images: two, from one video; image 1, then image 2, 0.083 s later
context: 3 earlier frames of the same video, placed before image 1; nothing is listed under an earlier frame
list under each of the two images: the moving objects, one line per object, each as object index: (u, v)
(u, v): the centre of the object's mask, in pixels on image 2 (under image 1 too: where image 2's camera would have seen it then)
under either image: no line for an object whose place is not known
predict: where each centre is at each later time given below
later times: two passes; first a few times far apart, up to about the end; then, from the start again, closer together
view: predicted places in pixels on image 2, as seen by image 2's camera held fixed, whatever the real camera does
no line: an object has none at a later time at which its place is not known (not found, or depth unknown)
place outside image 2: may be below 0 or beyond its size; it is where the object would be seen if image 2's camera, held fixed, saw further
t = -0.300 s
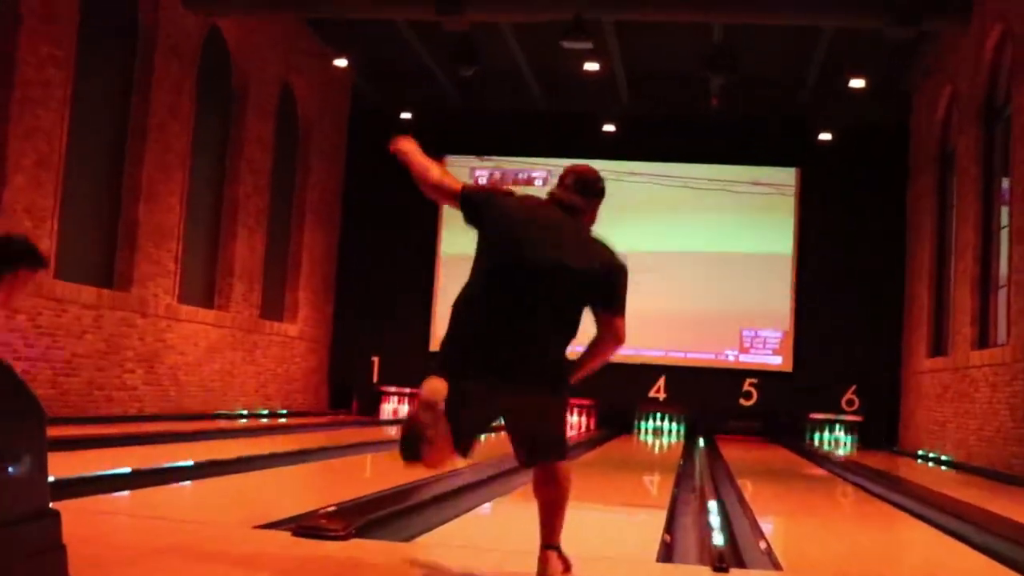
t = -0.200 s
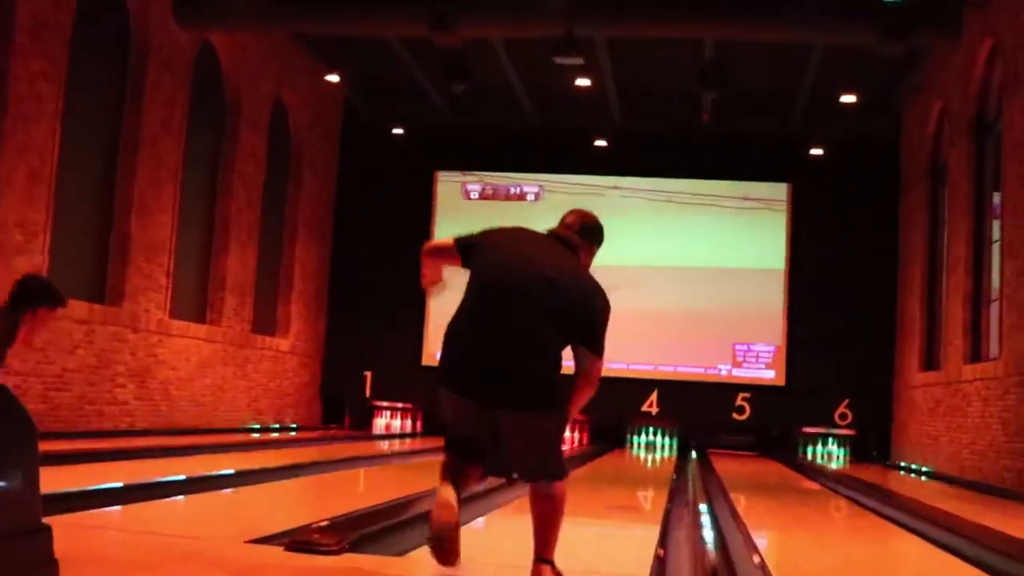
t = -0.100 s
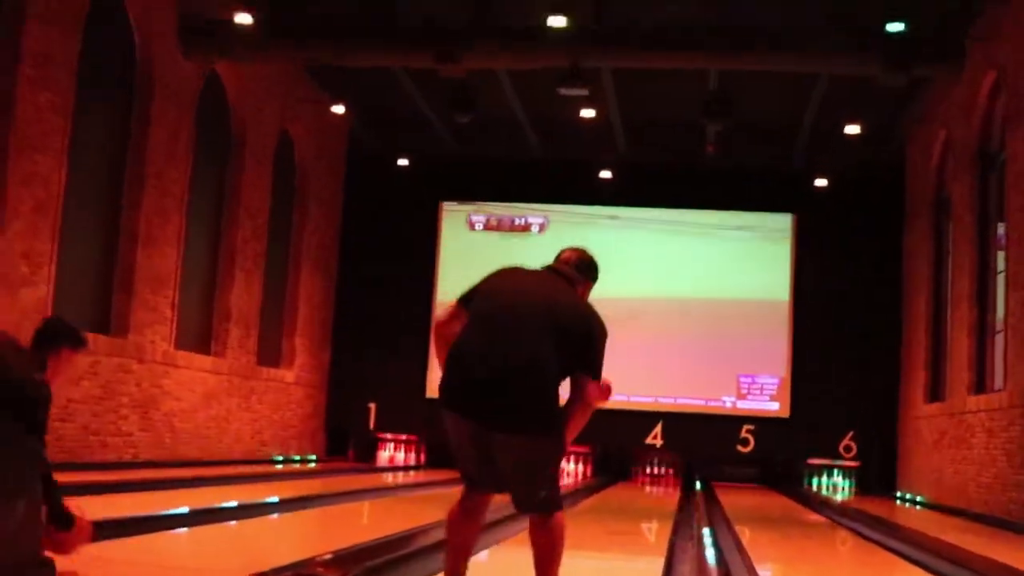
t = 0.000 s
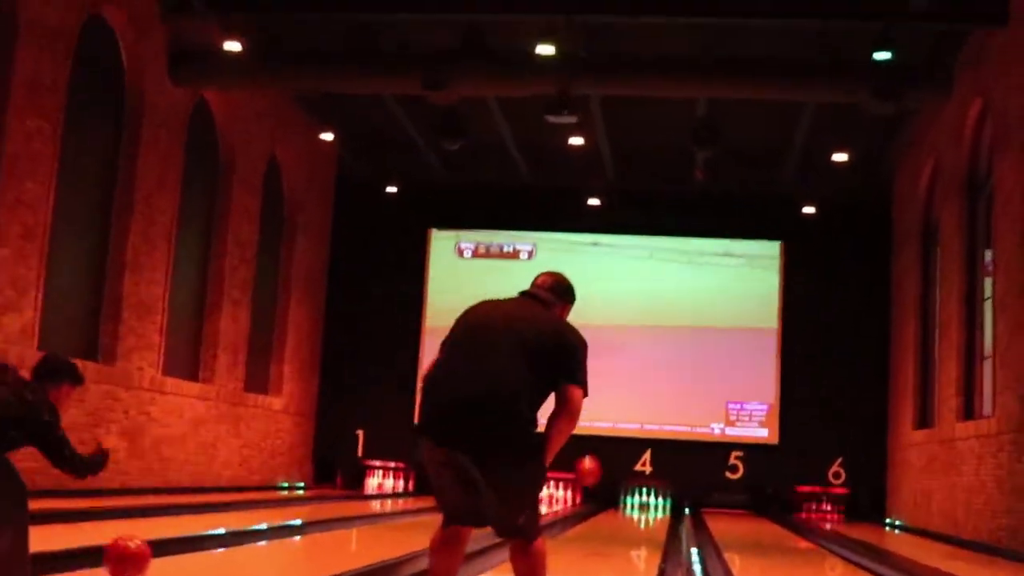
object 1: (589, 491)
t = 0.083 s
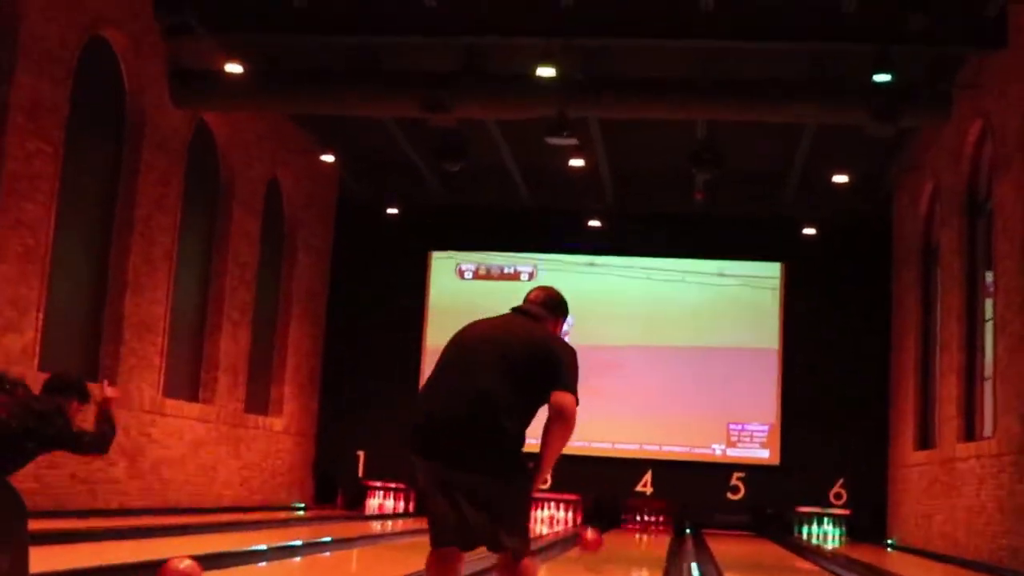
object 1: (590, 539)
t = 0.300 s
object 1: (598, 542)
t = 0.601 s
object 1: (606, 543)
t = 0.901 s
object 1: (614, 533)
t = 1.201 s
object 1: (618, 532)
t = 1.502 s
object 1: (623, 528)
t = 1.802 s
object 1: (629, 523)
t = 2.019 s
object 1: (629, 522)
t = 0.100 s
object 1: (590, 553)
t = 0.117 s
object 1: (590, 555)
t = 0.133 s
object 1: (591, 551)
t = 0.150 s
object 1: (592, 550)
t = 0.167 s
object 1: (593, 547)
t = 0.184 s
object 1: (593, 546)
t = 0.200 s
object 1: (593, 544)
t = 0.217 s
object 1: (594, 543)
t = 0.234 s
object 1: (595, 542)
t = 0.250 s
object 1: (595, 542)
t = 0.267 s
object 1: (596, 542)
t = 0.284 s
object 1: (597, 542)
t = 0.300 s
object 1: (598, 542)
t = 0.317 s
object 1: (598, 542)
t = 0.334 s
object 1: (598, 542)
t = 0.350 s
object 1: (599, 543)
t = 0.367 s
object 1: (599, 545)
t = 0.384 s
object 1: (600, 546)
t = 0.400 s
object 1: (600, 547)
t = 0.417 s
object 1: (600, 547)
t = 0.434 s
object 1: (601, 546)
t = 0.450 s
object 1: (601, 546)
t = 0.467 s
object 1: (602, 546)
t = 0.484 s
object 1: (603, 546)
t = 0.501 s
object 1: (604, 545)
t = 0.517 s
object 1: (604, 545)
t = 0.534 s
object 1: (604, 545)
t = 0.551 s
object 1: (604, 544)
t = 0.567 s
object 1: (606, 544)
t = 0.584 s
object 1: (606, 544)
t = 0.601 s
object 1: (606, 543)
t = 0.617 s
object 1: (607, 543)
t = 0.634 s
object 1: (607, 543)
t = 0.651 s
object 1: (608, 542)
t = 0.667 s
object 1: (609, 541)
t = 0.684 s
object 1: (610, 540)
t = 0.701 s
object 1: (610, 540)
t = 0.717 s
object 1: (610, 540)
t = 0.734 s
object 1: (610, 540)
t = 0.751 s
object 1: (611, 539)
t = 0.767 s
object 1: (612, 539)
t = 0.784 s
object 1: (612, 539)
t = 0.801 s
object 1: (612, 539)
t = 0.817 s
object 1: (612, 538)
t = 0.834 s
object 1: (613, 538)
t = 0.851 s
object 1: (613, 537)
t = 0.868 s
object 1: (613, 536)
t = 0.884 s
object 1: (613, 535)
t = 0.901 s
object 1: (614, 533)
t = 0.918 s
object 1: (613, 533)
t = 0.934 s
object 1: (612, 532)
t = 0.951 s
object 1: (614, 532)
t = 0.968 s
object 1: (615, 533)
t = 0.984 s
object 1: (615, 534)
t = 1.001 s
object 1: (616, 533)
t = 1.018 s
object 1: (616, 533)
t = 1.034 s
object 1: (617, 533)
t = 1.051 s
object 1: (617, 533)
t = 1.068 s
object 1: (618, 533)
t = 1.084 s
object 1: (617, 533)
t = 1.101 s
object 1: (618, 532)
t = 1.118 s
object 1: (618, 532)
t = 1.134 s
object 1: (618, 533)
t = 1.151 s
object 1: (617, 532)
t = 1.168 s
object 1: (618, 532)
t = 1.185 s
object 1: (618, 532)
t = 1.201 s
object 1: (618, 532)
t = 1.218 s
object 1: (619, 531)
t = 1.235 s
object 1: (619, 531)
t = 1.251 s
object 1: (620, 531)
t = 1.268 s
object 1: (620, 531)
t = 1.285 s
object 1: (620, 531)
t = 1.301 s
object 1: (620, 530)
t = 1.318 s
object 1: (621, 530)
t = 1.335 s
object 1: (621, 530)
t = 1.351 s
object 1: (622, 529)
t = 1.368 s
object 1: (622, 529)
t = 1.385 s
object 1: (624, 529)
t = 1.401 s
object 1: (623, 530)
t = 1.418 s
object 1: (622, 530)
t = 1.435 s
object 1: (623, 530)
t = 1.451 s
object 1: (623, 530)
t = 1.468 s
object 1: (623, 529)
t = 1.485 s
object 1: (622, 529)
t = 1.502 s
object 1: (623, 528)
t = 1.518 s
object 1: (624, 528)
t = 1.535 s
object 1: (624, 527)
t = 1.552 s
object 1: (625, 528)
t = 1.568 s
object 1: (625, 528)
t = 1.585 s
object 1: (625, 528)
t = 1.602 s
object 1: (625, 527)
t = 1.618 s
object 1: (625, 526)
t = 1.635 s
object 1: (625, 527)
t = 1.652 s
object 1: (626, 526)
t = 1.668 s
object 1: (626, 525)
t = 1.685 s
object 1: (626, 525)
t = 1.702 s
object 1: (627, 525)
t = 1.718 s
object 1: (627, 524)
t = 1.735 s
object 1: (627, 524)
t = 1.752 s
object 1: (627, 525)
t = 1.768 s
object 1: (626, 525)
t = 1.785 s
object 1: (628, 524)
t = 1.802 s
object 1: (629, 523)
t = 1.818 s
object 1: (628, 524)
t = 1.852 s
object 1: (628, 521)
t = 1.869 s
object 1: (628, 524)
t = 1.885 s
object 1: (629, 524)
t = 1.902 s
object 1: (629, 523)
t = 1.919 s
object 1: (630, 522)
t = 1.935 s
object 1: (629, 522)
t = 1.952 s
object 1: (630, 521)
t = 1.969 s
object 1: (630, 521)
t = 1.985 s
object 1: (630, 522)
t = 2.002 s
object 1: (629, 522)
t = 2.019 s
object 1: (629, 522)
